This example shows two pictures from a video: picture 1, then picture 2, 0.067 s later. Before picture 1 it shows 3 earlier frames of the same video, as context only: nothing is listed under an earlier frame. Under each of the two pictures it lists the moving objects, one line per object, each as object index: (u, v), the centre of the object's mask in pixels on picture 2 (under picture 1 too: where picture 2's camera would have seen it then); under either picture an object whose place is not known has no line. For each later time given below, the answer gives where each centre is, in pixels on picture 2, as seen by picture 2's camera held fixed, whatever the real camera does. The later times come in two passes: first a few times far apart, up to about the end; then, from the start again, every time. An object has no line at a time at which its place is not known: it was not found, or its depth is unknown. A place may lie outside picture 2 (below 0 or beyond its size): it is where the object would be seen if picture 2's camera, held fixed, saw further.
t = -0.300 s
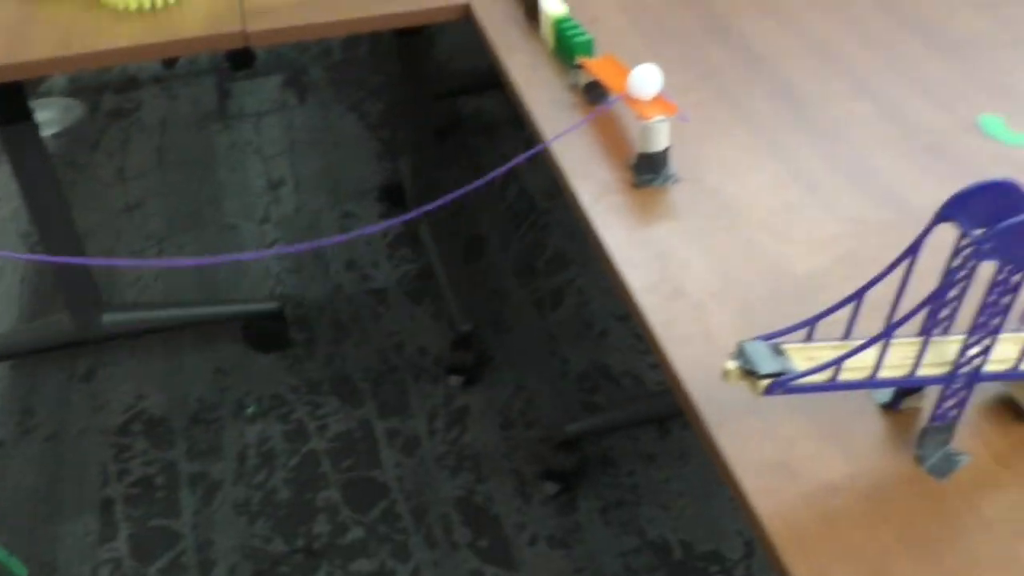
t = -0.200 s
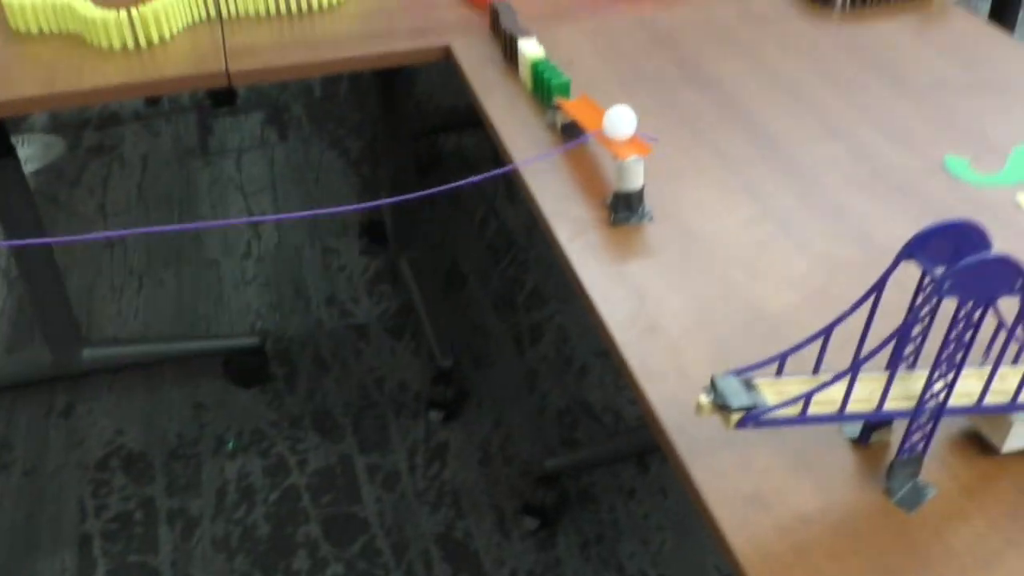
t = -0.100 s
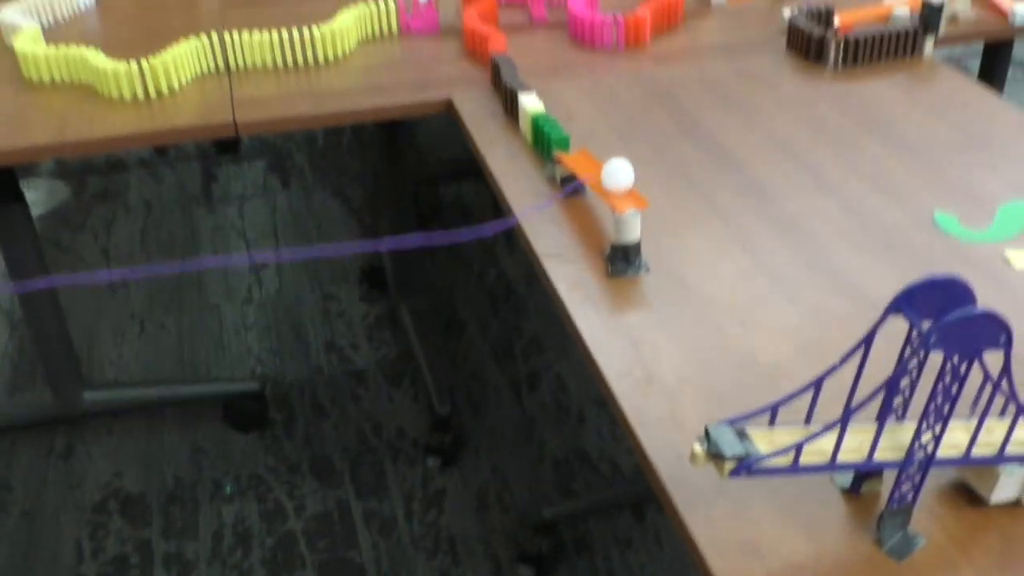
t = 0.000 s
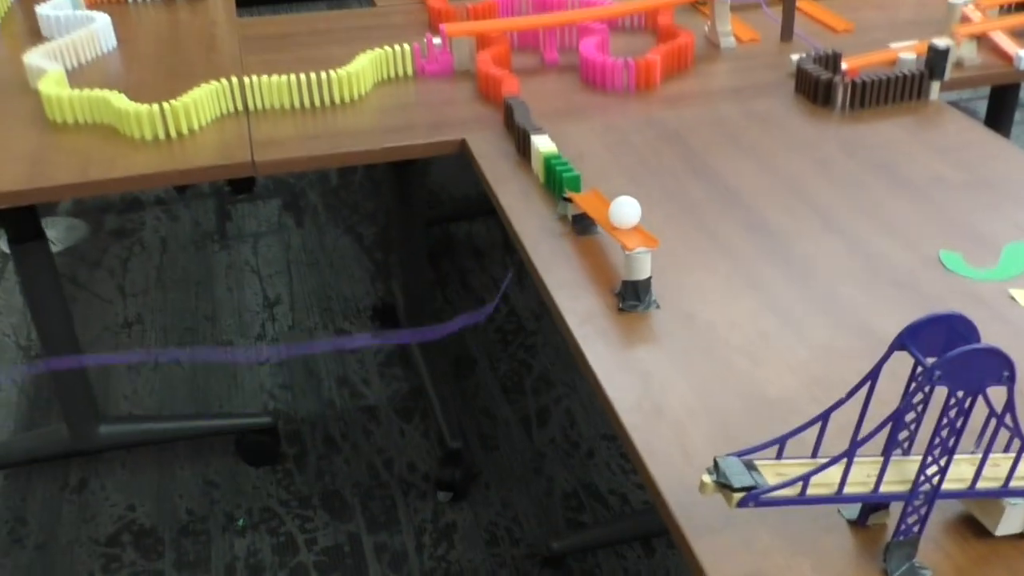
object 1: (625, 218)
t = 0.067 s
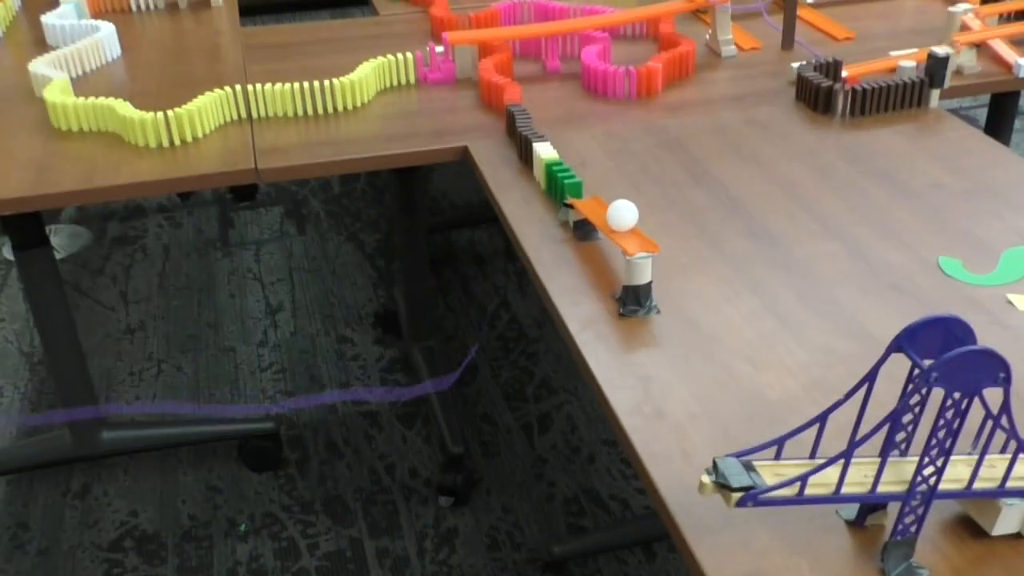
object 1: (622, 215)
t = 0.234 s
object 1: (612, 207)
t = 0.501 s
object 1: (587, 184)
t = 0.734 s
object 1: (586, 190)
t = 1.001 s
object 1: (616, 187)
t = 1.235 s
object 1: (636, 177)
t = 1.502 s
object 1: (659, 165)
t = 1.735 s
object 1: (671, 157)
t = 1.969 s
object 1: (684, 147)
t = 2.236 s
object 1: (694, 139)
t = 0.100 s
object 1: (620, 214)
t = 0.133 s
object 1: (618, 212)
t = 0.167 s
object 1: (616, 210)
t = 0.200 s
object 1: (614, 208)
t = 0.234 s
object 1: (612, 207)
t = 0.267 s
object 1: (609, 204)
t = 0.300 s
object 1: (606, 202)
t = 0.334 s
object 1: (603, 199)
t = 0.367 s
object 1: (599, 196)
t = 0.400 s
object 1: (596, 193)
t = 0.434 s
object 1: (593, 191)
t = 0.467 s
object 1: (590, 188)
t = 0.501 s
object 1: (587, 184)
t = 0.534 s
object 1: (584, 183)
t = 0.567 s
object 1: (582, 183)
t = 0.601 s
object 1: (580, 184)
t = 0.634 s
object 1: (580, 186)
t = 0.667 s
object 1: (582, 188)
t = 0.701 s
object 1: (584, 189)
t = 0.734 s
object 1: (586, 190)
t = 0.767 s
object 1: (591, 191)
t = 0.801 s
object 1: (596, 192)
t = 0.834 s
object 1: (600, 190)
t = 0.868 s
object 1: (604, 190)
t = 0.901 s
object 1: (608, 190)
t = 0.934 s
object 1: (611, 189)
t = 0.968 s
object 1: (613, 189)
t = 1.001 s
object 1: (616, 187)
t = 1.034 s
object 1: (619, 185)
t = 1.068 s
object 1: (622, 185)
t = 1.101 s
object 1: (624, 184)
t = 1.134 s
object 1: (627, 182)
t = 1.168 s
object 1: (630, 180)
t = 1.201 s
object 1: (633, 179)
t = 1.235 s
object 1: (636, 177)
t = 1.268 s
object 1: (639, 176)
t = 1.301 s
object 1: (642, 174)
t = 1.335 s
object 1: (645, 172)
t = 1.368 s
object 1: (648, 171)
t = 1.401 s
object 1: (651, 169)
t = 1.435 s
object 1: (654, 168)
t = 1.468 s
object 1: (657, 167)
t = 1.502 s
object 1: (659, 165)
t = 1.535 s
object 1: (662, 164)
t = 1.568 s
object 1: (664, 163)
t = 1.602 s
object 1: (665, 162)
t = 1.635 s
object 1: (667, 161)
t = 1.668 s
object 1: (668, 160)
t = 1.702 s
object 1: (670, 158)
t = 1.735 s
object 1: (671, 157)
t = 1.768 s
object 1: (673, 156)
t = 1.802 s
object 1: (674, 154)
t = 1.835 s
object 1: (676, 153)
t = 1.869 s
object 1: (678, 151)
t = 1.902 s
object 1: (680, 150)
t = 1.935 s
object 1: (682, 148)
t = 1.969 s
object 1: (684, 147)
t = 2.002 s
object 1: (686, 146)
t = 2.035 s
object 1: (688, 144)
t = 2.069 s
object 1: (690, 143)
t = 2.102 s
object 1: (691, 142)
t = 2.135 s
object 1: (692, 142)
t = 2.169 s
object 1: (694, 140)
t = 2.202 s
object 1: (694, 140)
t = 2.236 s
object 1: (694, 139)
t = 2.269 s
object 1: (694, 138)
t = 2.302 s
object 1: (694, 137)
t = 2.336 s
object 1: (694, 137)
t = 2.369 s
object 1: (694, 136)
